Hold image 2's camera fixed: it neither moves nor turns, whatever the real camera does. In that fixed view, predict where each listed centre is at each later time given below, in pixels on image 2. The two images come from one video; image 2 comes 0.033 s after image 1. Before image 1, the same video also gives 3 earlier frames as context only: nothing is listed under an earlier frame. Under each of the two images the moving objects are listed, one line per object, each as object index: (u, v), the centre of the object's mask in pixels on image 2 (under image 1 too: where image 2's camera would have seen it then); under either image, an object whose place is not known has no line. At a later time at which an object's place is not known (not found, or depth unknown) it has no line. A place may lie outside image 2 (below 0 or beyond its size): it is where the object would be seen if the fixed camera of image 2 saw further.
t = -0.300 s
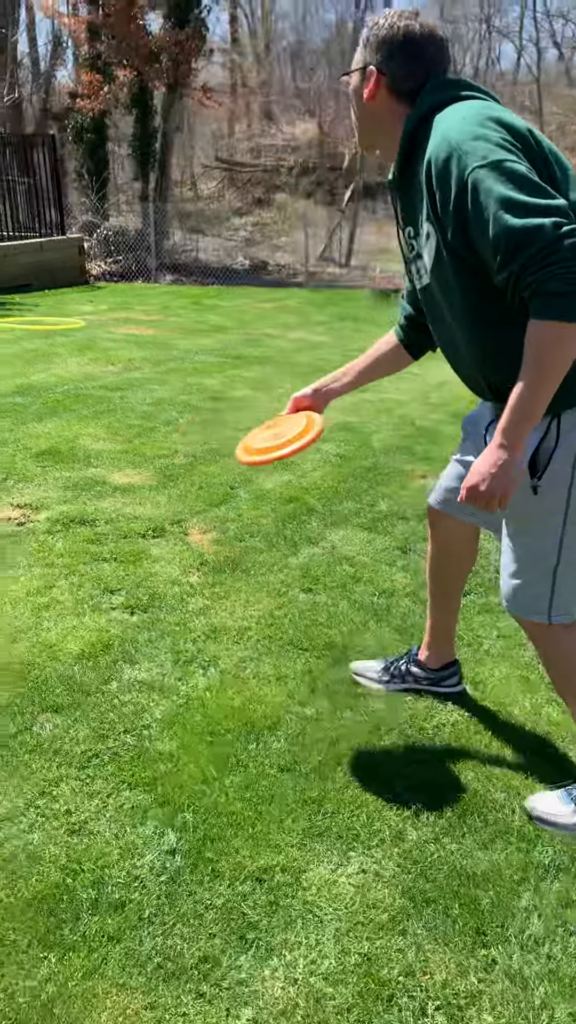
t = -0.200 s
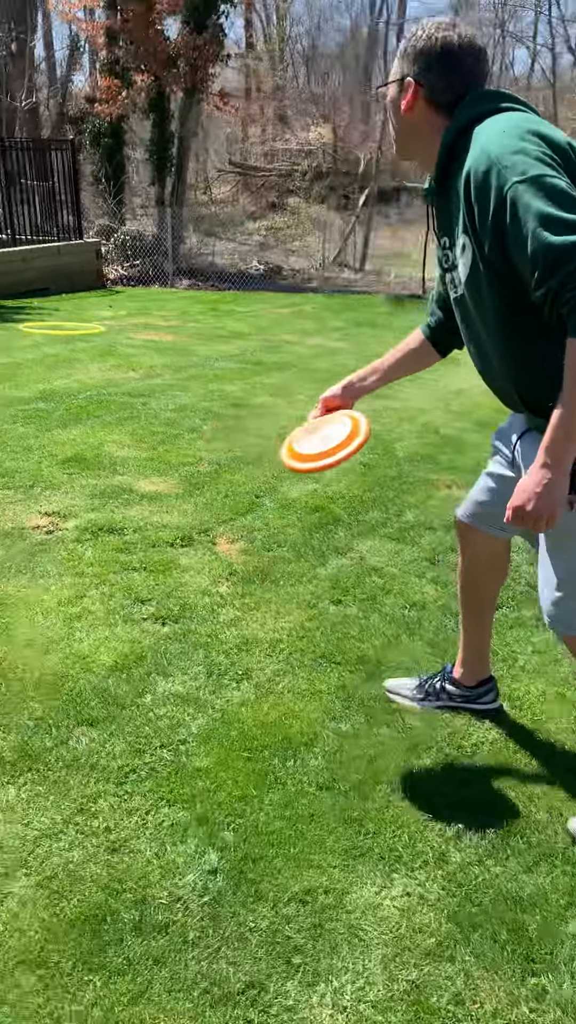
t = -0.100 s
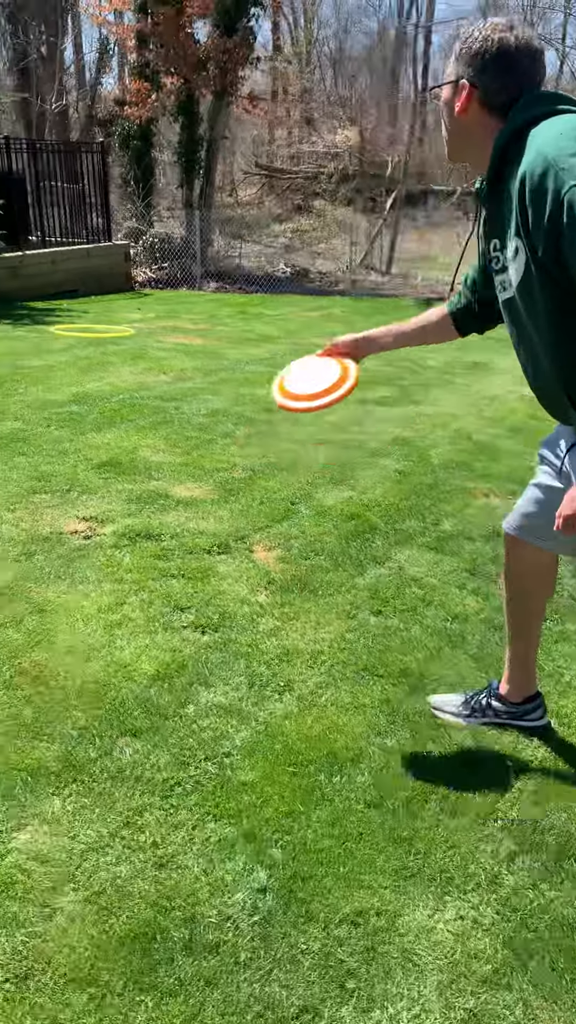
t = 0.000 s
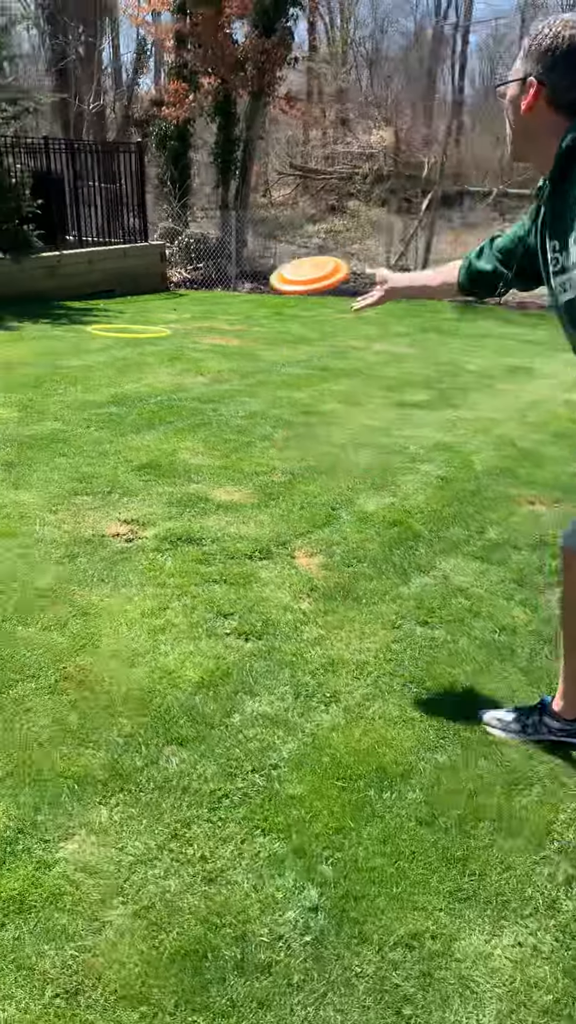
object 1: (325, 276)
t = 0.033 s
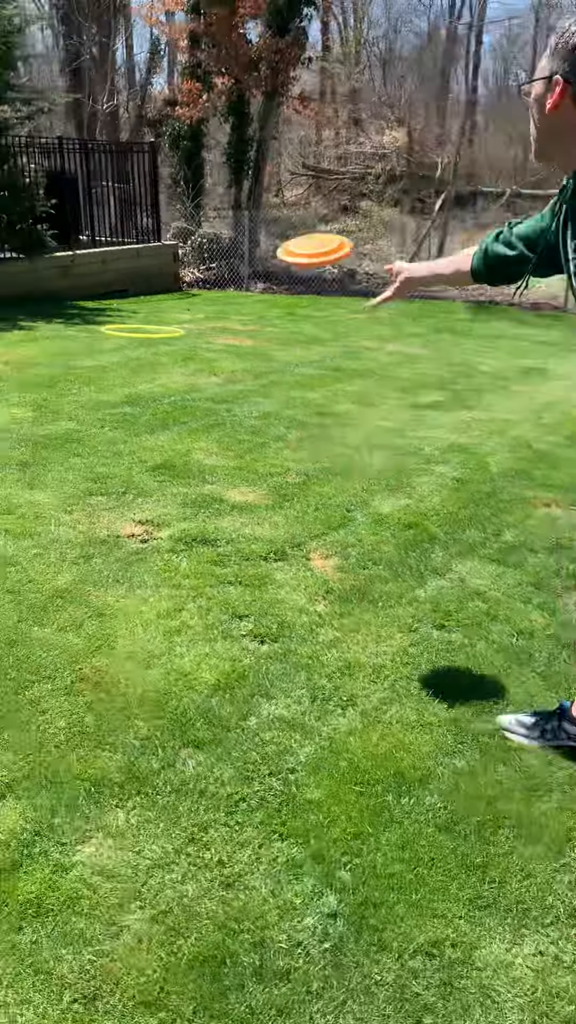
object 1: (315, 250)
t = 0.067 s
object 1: (307, 230)
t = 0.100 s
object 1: (296, 216)
